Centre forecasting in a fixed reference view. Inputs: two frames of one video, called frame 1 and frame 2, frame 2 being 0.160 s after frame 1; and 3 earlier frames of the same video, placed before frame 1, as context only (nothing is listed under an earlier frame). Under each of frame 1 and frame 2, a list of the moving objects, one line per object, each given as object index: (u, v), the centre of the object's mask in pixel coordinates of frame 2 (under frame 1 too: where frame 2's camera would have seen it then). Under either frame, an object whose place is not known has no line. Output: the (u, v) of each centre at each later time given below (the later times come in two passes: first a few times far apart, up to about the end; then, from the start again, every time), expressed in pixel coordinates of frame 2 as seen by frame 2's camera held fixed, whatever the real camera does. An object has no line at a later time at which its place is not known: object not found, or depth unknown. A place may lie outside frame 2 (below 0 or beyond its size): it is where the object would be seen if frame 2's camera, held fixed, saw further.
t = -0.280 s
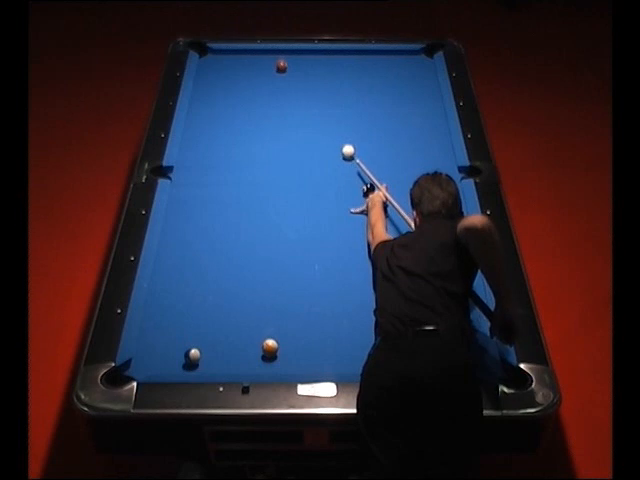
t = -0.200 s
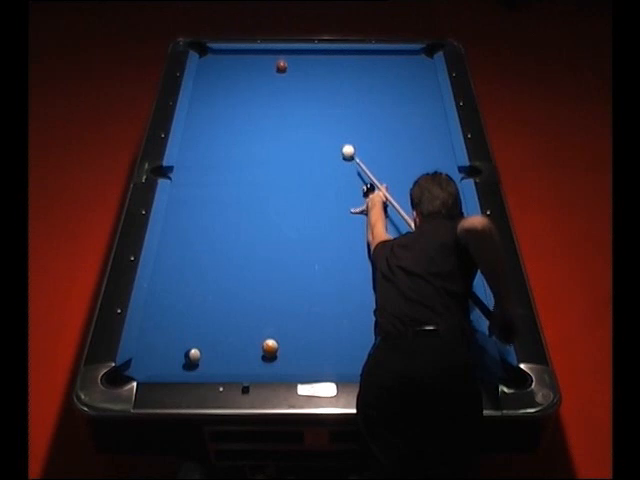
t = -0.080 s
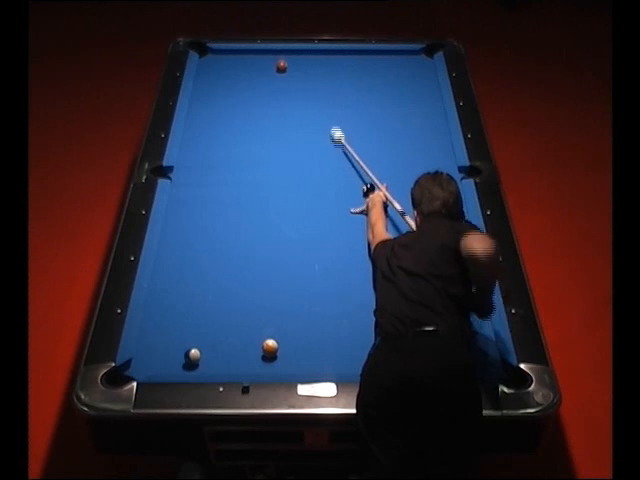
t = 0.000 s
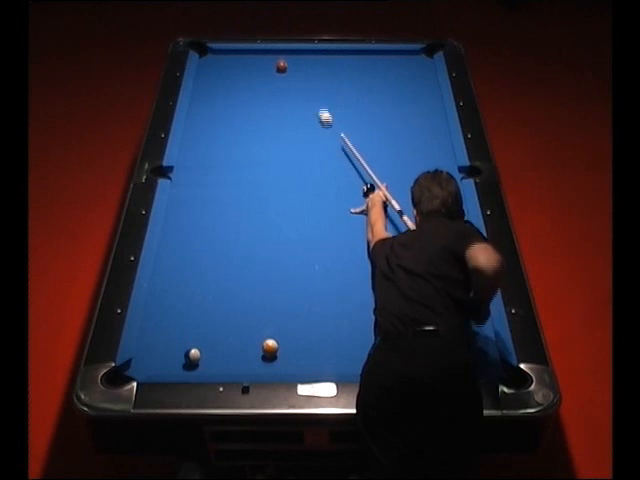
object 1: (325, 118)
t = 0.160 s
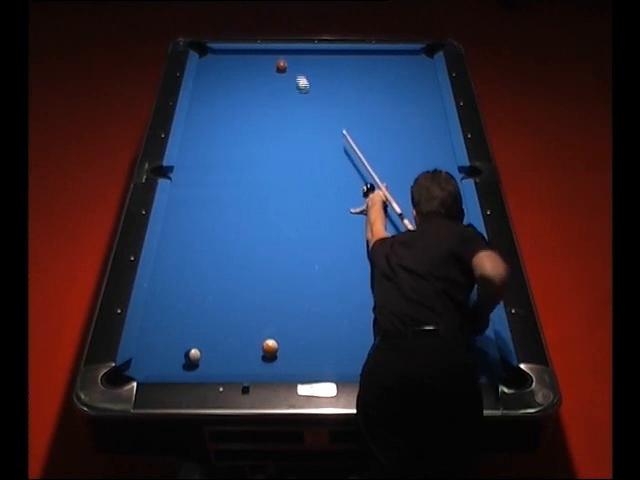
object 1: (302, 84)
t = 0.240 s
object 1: (293, 69)
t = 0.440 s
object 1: (305, 59)
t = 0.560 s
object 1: (308, 70)
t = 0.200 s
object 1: (297, 76)
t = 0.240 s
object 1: (293, 69)
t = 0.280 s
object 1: (295, 63)
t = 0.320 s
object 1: (299, 57)
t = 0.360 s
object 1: (302, 53)
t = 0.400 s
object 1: (303, 55)
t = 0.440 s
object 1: (305, 59)
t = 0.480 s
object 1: (306, 63)
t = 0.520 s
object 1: (307, 67)
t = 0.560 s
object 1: (308, 70)
